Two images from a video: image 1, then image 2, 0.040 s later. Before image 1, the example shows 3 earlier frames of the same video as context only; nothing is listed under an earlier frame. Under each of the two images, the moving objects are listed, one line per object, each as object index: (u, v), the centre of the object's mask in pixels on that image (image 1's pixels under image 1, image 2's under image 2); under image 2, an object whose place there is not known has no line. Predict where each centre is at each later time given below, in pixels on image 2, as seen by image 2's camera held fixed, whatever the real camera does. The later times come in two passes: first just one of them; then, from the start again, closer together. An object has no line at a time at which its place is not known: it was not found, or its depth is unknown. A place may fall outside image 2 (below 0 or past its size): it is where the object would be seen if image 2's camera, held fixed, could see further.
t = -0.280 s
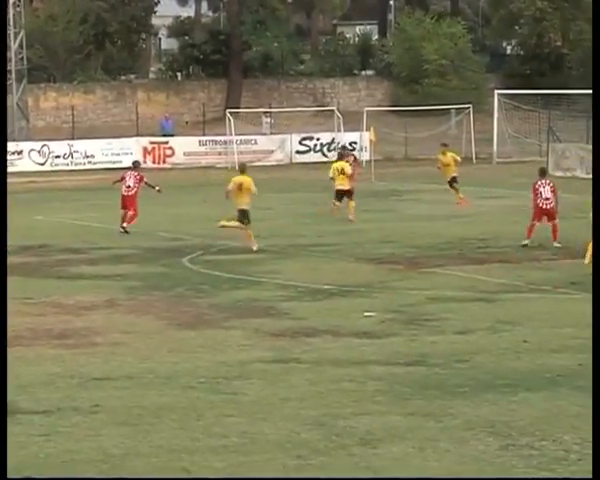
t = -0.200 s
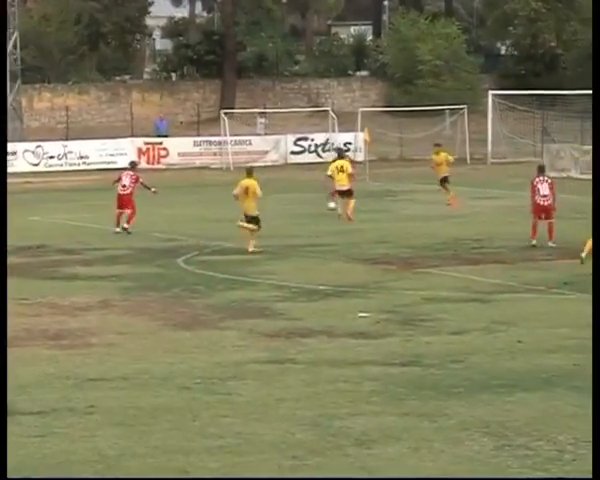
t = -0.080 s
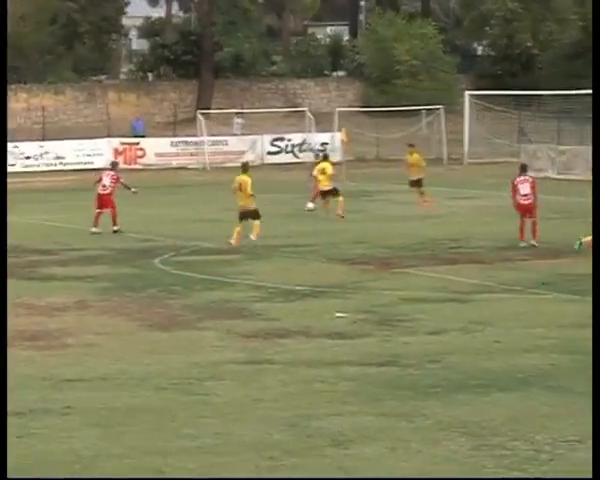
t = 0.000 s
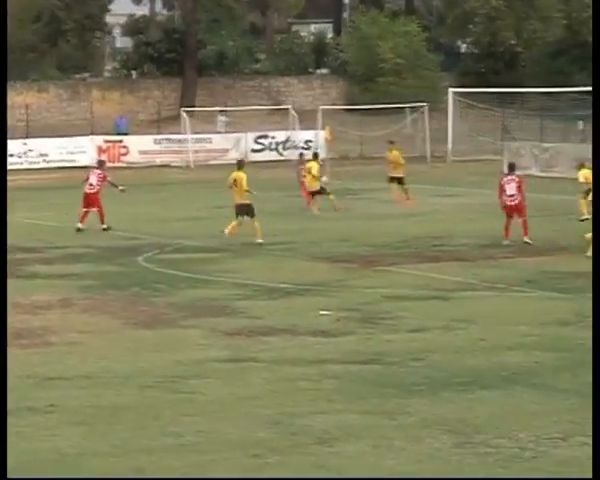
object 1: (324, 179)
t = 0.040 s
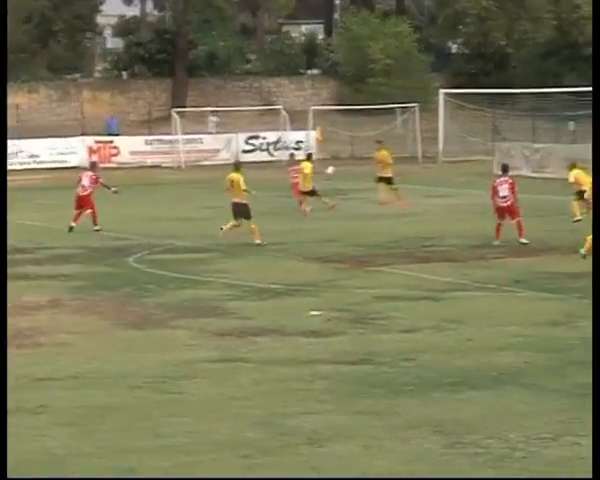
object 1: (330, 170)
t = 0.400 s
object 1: (482, 84)
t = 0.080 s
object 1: (345, 158)
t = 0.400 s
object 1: (482, 84)
